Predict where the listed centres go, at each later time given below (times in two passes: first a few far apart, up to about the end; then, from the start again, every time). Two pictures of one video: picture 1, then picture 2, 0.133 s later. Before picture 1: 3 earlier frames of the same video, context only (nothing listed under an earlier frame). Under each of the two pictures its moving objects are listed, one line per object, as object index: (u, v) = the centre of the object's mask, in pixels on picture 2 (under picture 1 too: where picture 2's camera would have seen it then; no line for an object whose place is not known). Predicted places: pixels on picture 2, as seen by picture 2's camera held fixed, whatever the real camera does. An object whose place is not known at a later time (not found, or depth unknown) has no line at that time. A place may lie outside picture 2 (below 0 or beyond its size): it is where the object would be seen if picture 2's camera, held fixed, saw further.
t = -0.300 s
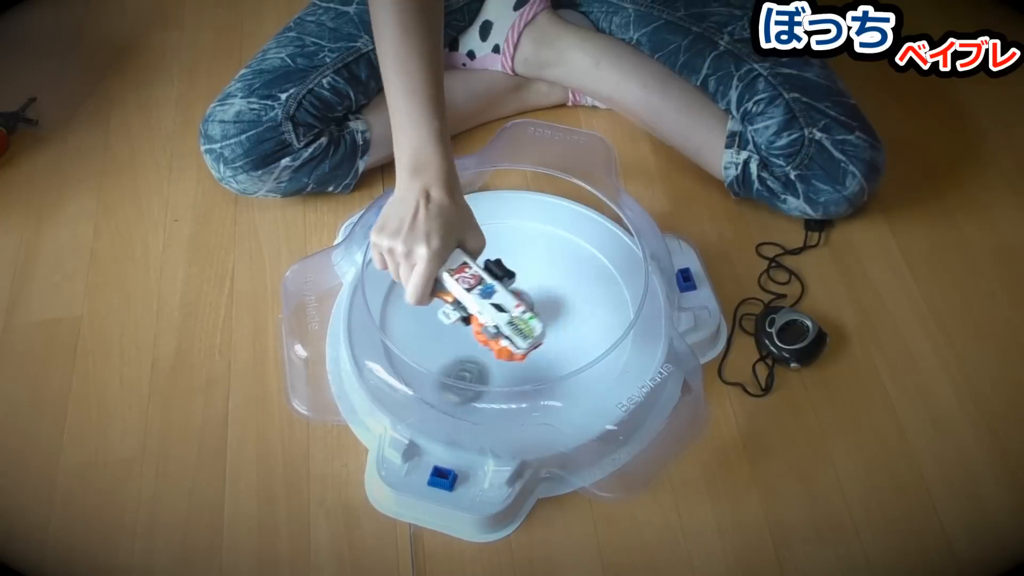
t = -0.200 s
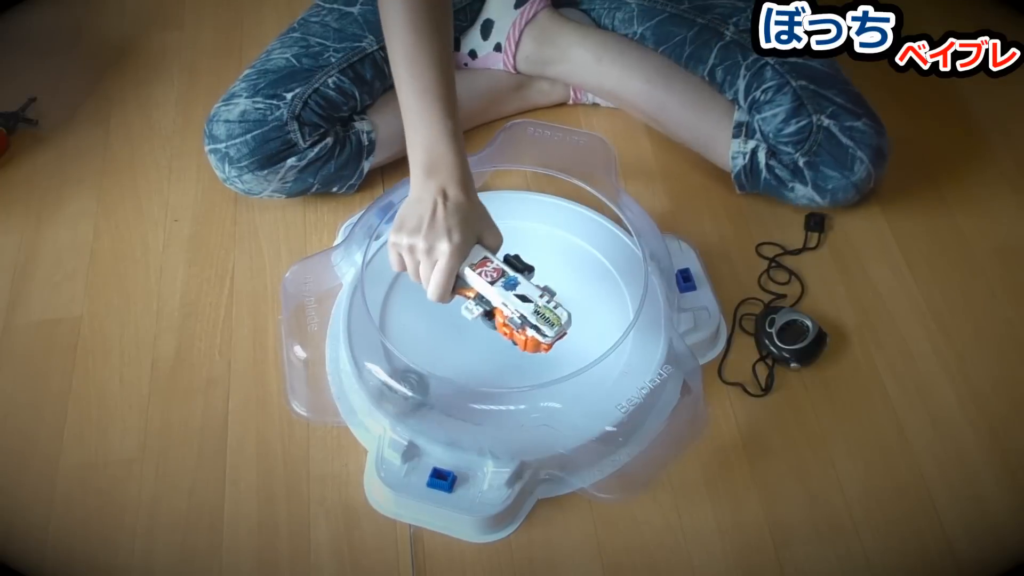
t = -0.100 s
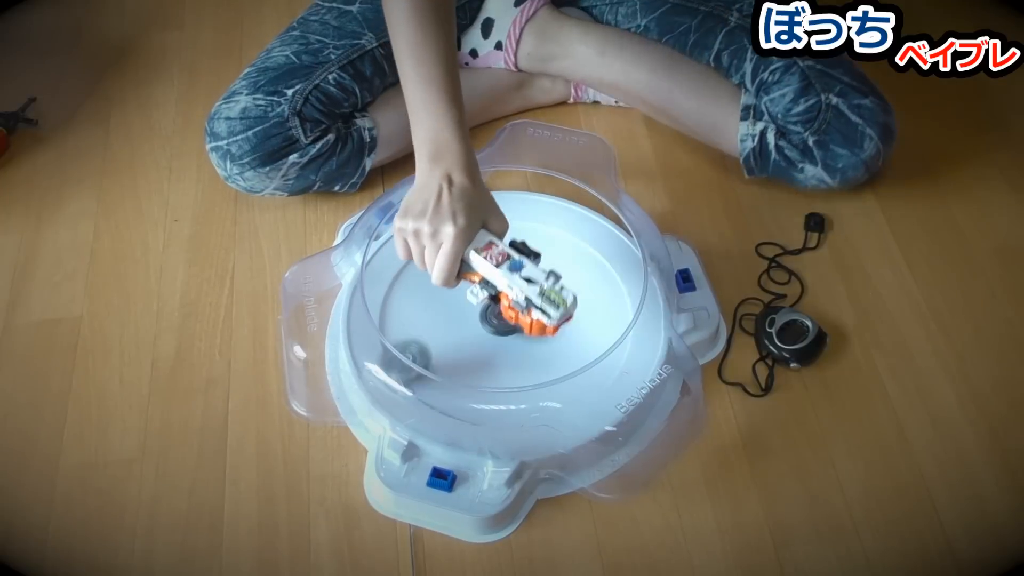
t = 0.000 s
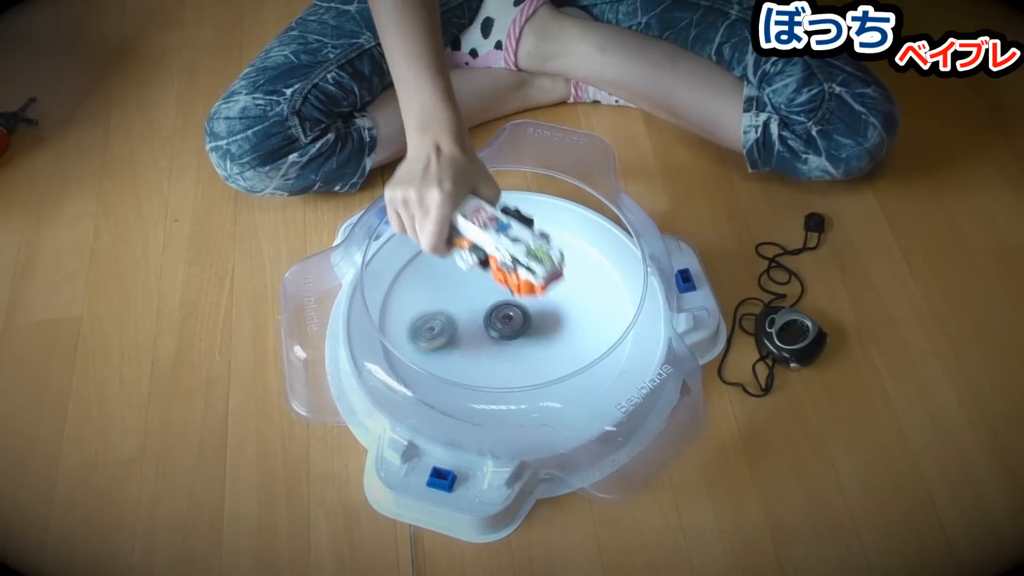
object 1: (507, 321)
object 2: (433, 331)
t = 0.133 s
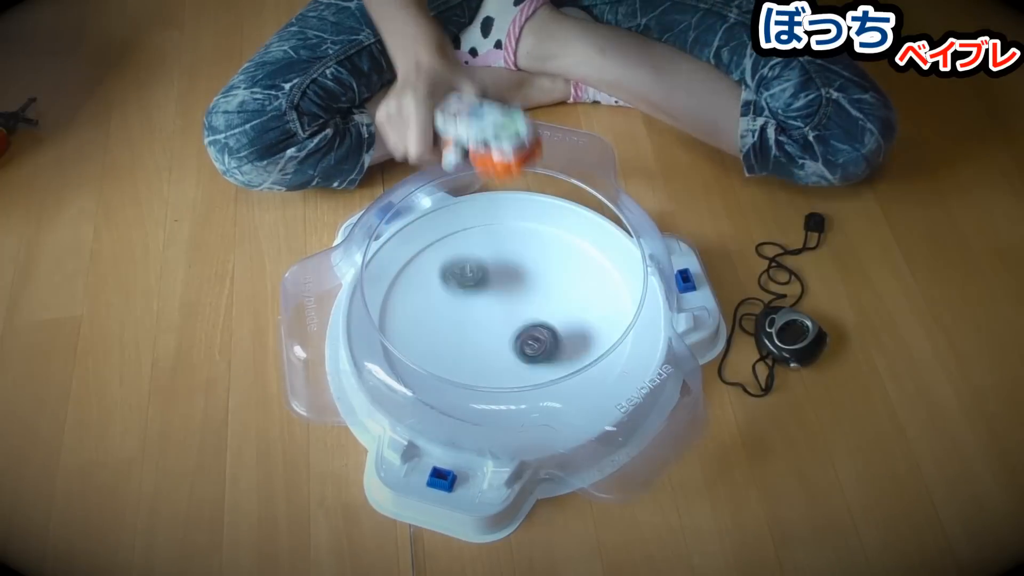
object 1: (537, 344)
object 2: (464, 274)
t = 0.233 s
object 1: (572, 360)
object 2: (461, 217)
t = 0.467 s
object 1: (594, 356)
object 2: (511, 264)
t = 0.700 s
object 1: (568, 364)
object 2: (516, 312)
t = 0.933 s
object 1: (541, 387)
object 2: (485, 264)
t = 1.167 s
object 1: (488, 373)
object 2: (436, 234)
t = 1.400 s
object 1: (451, 347)
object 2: (474, 290)
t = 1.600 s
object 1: (437, 359)
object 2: (553, 241)
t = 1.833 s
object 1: (465, 352)
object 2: (545, 243)
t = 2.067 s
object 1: (512, 350)
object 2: (551, 284)
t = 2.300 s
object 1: (550, 358)
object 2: (597, 308)
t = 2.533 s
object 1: (553, 353)
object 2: (613, 295)
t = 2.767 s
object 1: (516, 326)
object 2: (567, 322)
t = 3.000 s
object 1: (444, 286)
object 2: (573, 335)
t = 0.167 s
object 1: (551, 353)
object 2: (462, 254)
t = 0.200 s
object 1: (562, 357)
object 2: (462, 234)
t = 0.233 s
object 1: (572, 360)
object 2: (461, 217)
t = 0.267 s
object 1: (581, 363)
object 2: (466, 212)
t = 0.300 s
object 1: (590, 365)
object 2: (472, 216)
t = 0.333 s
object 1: (599, 366)
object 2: (482, 225)
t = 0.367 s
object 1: (601, 365)
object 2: (489, 231)
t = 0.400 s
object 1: (599, 362)
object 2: (496, 241)
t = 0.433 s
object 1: (596, 359)
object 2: (503, 252)
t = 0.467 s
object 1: (594, 356)
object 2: (511, 264)
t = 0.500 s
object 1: (591, 355)
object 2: (517, 276)
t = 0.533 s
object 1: (587, 352)
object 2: (523, 288)
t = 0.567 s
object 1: (580, 350)
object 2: (528, 301)
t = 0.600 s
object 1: (574, 348)
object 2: (532, 313)
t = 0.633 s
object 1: (569, 351)
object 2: (531, 317)
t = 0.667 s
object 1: (570, 360)
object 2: (523, 314)
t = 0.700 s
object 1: (568, 364)
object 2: (516, 312)
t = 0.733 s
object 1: (567, 368)
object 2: (508, 309)
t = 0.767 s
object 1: (564, 372)
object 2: (502, 304)
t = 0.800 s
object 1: (562, 375)
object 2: (498, 298)
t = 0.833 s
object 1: (557, 380)
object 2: (495, 290)
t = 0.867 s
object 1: (552, 383)
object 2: (492, 281)
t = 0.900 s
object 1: (547, 385)
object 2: (488, 273)
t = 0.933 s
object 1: (541, 387)
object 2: (485, 264)
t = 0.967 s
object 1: (534, 388)
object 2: (480, 256)
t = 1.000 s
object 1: (526, 387)
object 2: (474, 248)
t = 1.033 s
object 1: (518, 386)
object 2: (467, 242)
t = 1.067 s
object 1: (510, 385)
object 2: (460, 236)
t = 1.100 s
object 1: (503, 382)
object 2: (452, 233)
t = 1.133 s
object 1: (495, 375)
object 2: (443, 232)
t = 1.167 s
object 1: (488, 373)
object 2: (436, 234)
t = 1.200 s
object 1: (481, 370)
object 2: (429, 243)
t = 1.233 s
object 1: (475, 365)
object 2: (424, 253)
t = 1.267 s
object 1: (470, 360)
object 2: (425, 264)
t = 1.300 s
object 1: (466, 353)
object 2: (429, 276)
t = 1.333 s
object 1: (462, 346)
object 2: (440, 287)
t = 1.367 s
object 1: (459, 340)
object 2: (453, 297)
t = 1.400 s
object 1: (451, 347)
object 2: (474, 290)
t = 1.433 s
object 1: (444, 353)
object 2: (494, 280)
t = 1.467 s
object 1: (442, 356)
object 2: (512, 271)
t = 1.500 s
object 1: (439, 358)
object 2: (526, 262)
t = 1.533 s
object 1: (438, 359)
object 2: (539, 254)
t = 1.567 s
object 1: (436, 359)
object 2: (546, 247)
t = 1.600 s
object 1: (437, 359)
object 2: (553, 241)
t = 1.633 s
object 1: (439, 359)
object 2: (557, 235)
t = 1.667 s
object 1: (440, 358)
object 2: (561, 230)
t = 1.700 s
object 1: (443, 358)
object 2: (561, 226)
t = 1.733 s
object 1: (447, 357)
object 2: (558, 229)
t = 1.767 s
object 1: (451, 355)
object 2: (553, 233)
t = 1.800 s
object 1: (457, 353)
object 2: (549, 238)
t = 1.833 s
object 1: (465, 352)
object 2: (545, 243)
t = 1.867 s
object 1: (470, 351)
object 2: (541, 249)
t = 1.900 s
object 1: (477, 350)
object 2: (539, 254)
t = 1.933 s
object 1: (484, 349)
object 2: (538, 259)
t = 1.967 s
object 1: (491, 349)
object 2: (539, 266)
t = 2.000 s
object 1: (498, 349)
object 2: (541, 272)
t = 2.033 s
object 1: (505, 349)
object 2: (545, 278)
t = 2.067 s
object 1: (512, 350)
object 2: (551, 284)
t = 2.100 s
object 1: (518, 351)
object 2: (557, 289)
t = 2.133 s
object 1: (525, 352)
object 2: (563, 294)
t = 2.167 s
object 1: (530, 353)
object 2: (571, 298)
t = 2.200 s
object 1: (536, 354)
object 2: (577, 302)
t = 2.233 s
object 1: (541, 355)
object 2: (584, 304)
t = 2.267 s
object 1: (545, 357)
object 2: (590, 307)
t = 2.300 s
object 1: (550, 358)
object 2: (597, 308)
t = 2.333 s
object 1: (553, 359)
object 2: (604, 308)
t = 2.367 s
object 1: (555, 359)
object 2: (611, 308)
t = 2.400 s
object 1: (556, 359)
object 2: (616, 306)
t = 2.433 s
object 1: (557, 358)
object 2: (620, 303)
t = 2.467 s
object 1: (557, 357)
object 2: (620, 299)
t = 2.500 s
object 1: (555, 355)
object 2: (617, 297)
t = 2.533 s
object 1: (553, 353)
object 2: (613, 295)
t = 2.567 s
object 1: (552, 351)
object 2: (606, 295)
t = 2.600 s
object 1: (549, 347)
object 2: (597, 297)
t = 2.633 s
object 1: (545, 343)
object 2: (587, 301)
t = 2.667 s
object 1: (544, 340)
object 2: (576, 308)
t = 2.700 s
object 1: (539, 337)
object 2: (569, 314)
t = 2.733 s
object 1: (527, 332)
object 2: (568, 318)
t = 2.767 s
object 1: (516, 326)
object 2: (567, 322)
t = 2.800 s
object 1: (506, 318)
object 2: (565, 326)
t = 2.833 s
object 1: (495, 310)
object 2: (564, 328)
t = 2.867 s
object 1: (485, 302)
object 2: (564, 330)
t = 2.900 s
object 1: (474, 296)
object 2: (565, 332)
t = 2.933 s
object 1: (463, 290)
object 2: (567, 334)
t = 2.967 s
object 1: (453, 287)
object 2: (570, 335)
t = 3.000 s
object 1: (444, 286)
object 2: (573, 335)
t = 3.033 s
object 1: (436, 286)
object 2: (574, 335)
